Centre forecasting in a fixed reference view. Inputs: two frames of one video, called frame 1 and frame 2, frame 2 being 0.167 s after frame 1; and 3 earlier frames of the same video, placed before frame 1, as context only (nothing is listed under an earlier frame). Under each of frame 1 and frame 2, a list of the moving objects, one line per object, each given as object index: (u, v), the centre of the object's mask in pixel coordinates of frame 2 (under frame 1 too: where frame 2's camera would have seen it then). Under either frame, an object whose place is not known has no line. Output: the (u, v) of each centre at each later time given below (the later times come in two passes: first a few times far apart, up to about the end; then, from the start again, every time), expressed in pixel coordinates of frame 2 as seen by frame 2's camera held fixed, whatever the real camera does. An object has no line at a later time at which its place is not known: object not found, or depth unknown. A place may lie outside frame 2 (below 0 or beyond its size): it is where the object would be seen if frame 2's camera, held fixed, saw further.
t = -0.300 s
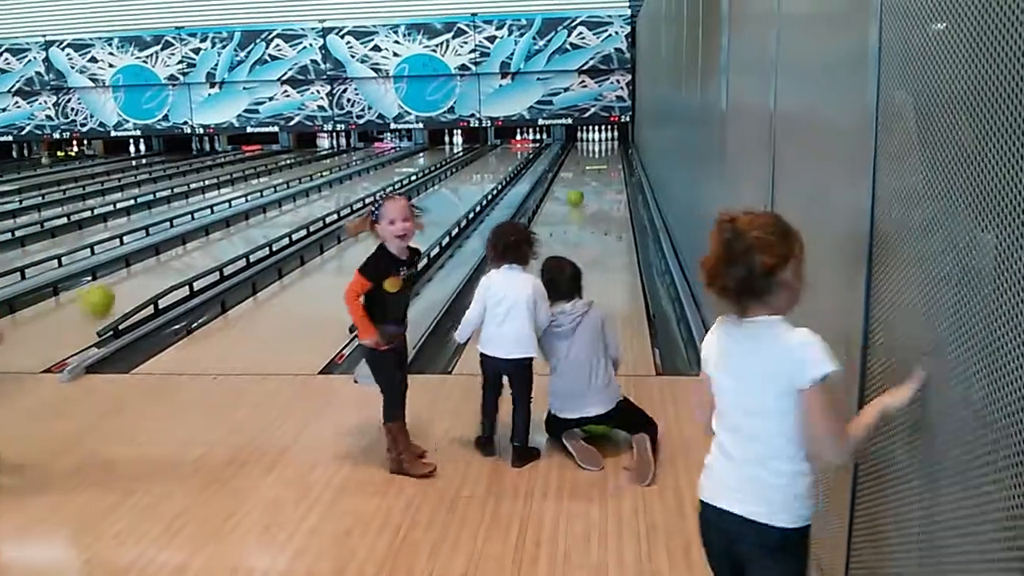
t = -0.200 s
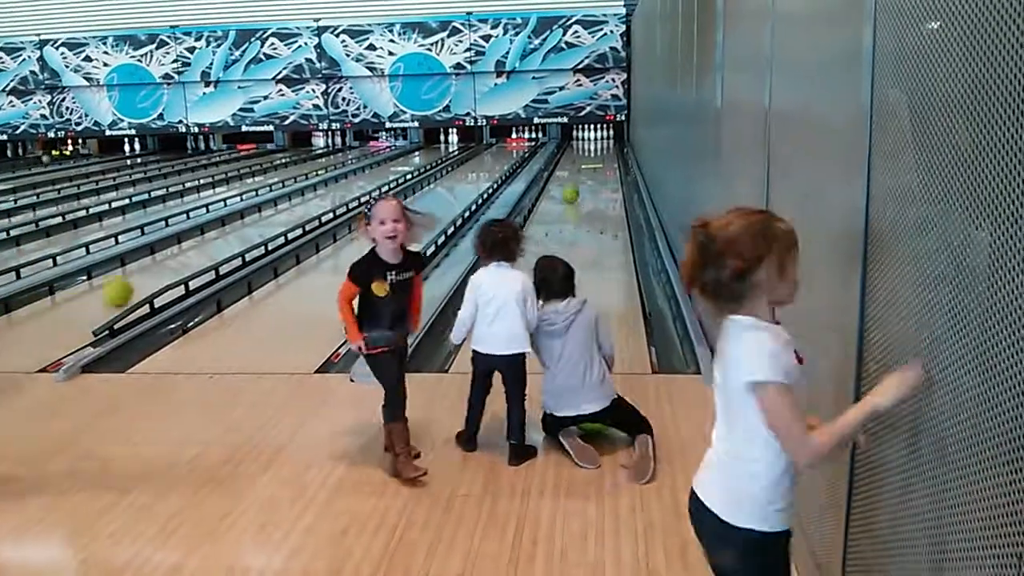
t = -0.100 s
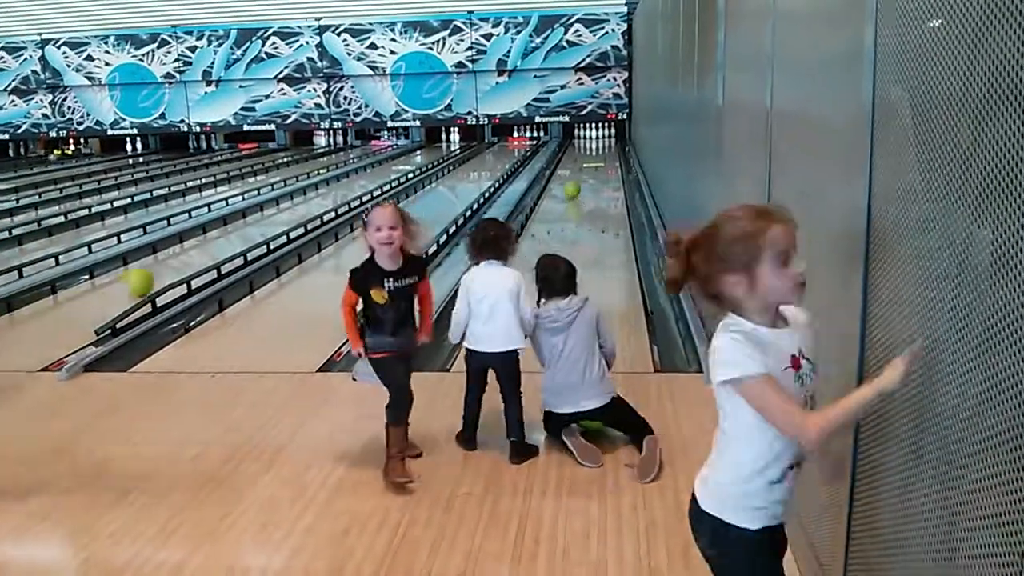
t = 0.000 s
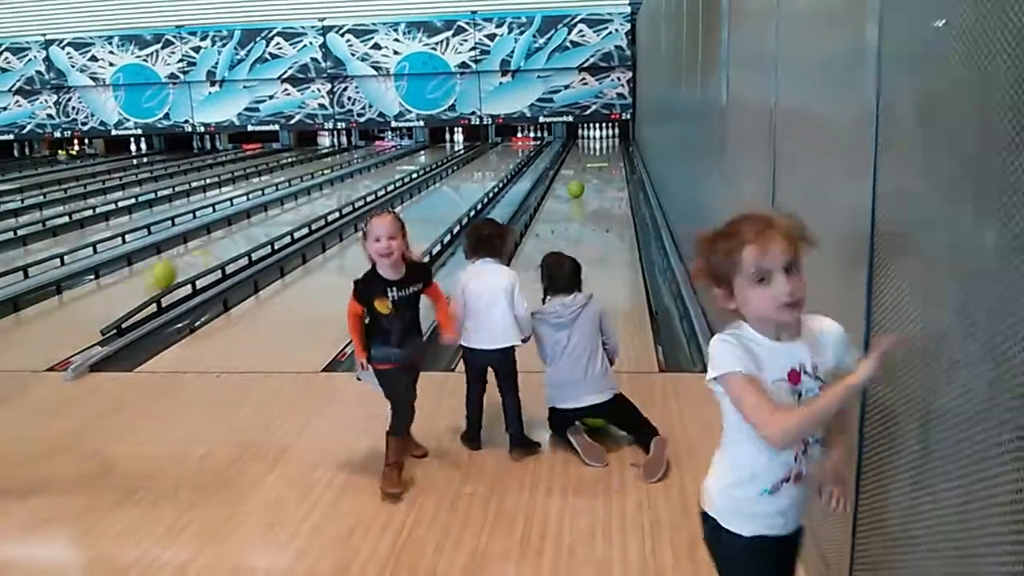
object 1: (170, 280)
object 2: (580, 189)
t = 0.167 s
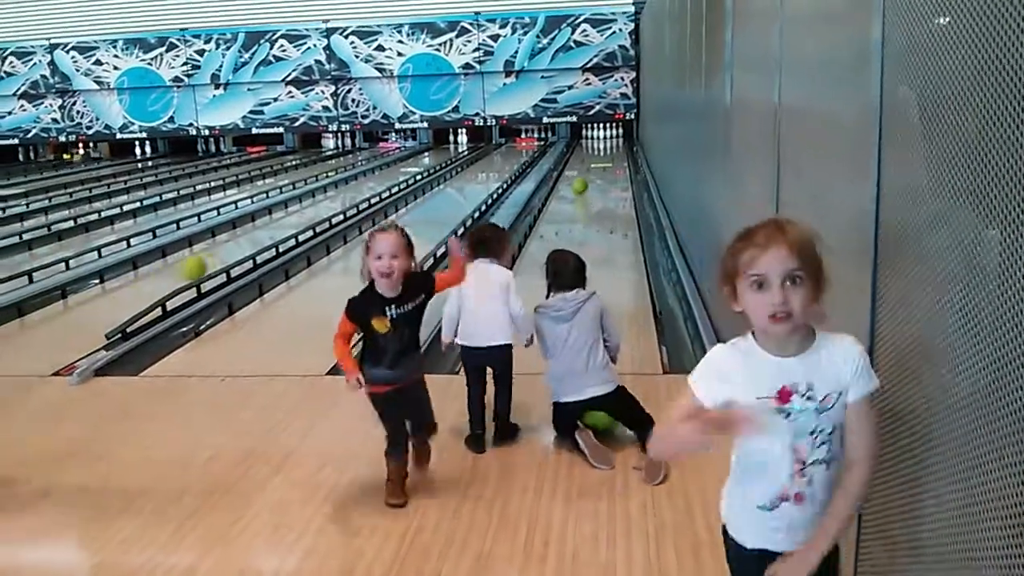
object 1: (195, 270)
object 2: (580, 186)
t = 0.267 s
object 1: (208, 265)
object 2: (580, 186)
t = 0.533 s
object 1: (237, 250)
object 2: (579, 182)
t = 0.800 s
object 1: (262, 238)
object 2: (578, 178)
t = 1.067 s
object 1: (286, 228)
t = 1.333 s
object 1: (305, 221)
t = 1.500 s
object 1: (317, 215)
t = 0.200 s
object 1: (198, 268)
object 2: (579, 186)
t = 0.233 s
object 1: (203, 266)
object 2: (580, 186)
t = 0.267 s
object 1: (208, 265)
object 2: (580, 186)
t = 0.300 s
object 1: (210, 264)
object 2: (579, 185)
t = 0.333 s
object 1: (215, 261)
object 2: (579, 185)
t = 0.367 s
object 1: (218, 259)
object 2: (579, 184)
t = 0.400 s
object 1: (224, 256)
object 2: (579, 183)
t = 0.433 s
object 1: (228, 254)
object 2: (579, 183)
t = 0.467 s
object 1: (230, 253)
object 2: (579, 183)
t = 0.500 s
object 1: (233, 252)
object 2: (579, 182)
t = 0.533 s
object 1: (237, 250)
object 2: (579, 182)
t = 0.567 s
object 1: (241, 248)
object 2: (578, 180)
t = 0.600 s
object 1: (243, 246)
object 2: (578, 180)
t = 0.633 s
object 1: (247, 244)
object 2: (578, 180)
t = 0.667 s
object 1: (250, 243)
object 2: (578, 179)
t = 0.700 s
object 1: (253, 241)
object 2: (578, 179)
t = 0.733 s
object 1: (257, 240)
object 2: (578, 179)
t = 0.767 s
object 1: (260, 239)
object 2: (578, 179)
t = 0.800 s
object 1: (262, 238)
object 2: (578, 178)
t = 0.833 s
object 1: (265, 238)
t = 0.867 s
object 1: (270, 235)
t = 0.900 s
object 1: (274, 233)
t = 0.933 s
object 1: (275, 233)
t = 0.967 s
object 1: (277, 232)
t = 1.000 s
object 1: (279, 230)
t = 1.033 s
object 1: (282, 229)
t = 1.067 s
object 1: (286, 228)
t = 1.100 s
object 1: (289, 227)
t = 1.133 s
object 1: (290, 226)
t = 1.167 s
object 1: (294, 225)
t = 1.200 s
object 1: (296, 224)
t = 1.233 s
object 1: (299, 224)
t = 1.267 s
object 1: (300, 223)
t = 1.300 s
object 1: (304, 220)
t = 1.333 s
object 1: (305, 221)
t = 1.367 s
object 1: (308, 221)
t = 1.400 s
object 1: (312, 218)
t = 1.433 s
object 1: (313, 217)
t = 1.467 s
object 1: (313, 217)
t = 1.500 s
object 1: (317, 215)
